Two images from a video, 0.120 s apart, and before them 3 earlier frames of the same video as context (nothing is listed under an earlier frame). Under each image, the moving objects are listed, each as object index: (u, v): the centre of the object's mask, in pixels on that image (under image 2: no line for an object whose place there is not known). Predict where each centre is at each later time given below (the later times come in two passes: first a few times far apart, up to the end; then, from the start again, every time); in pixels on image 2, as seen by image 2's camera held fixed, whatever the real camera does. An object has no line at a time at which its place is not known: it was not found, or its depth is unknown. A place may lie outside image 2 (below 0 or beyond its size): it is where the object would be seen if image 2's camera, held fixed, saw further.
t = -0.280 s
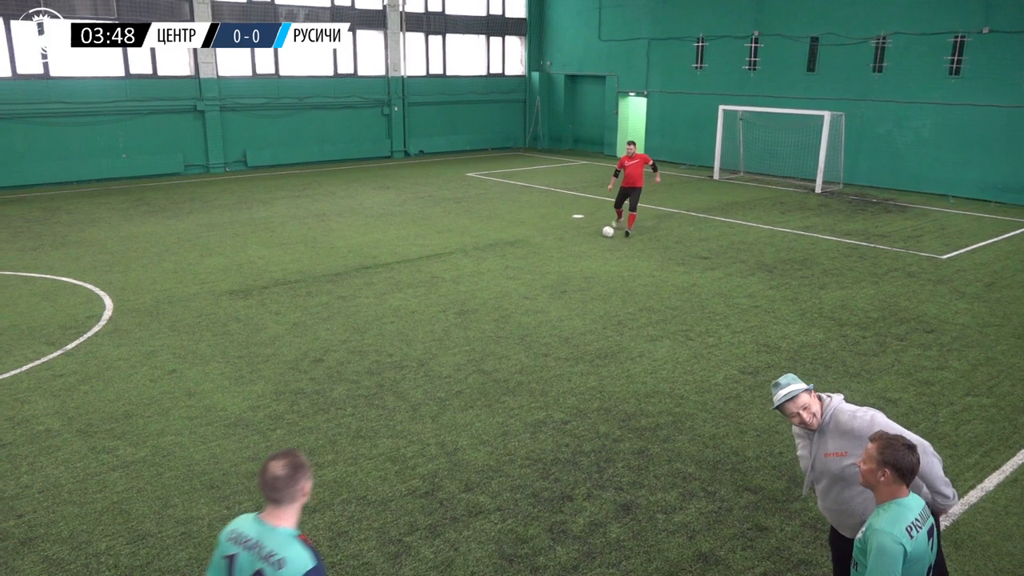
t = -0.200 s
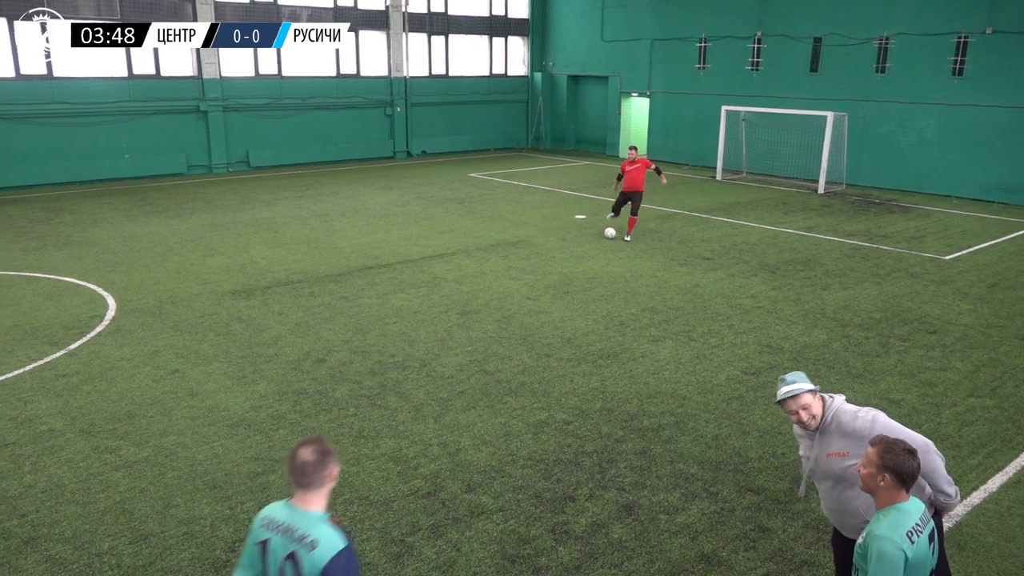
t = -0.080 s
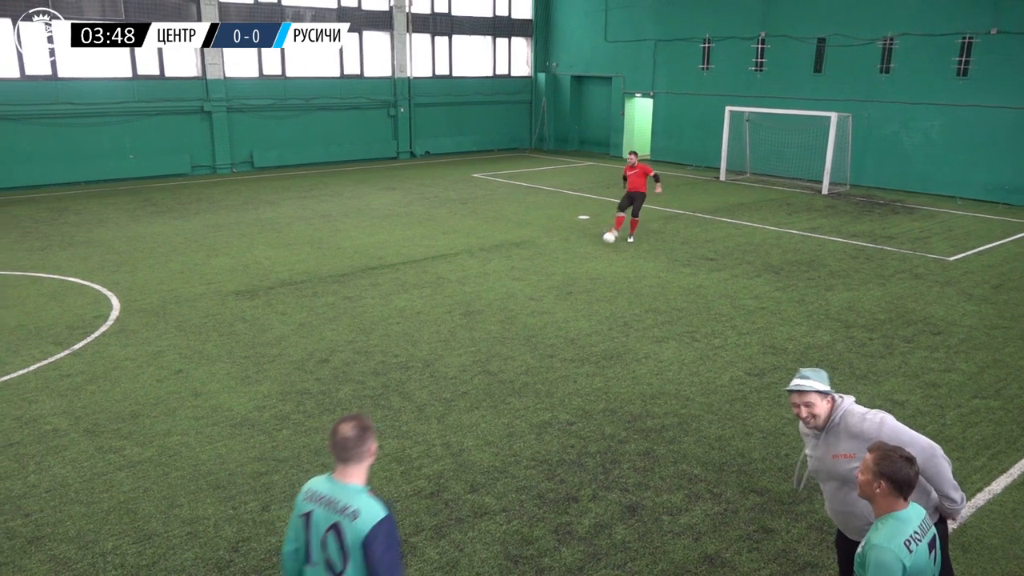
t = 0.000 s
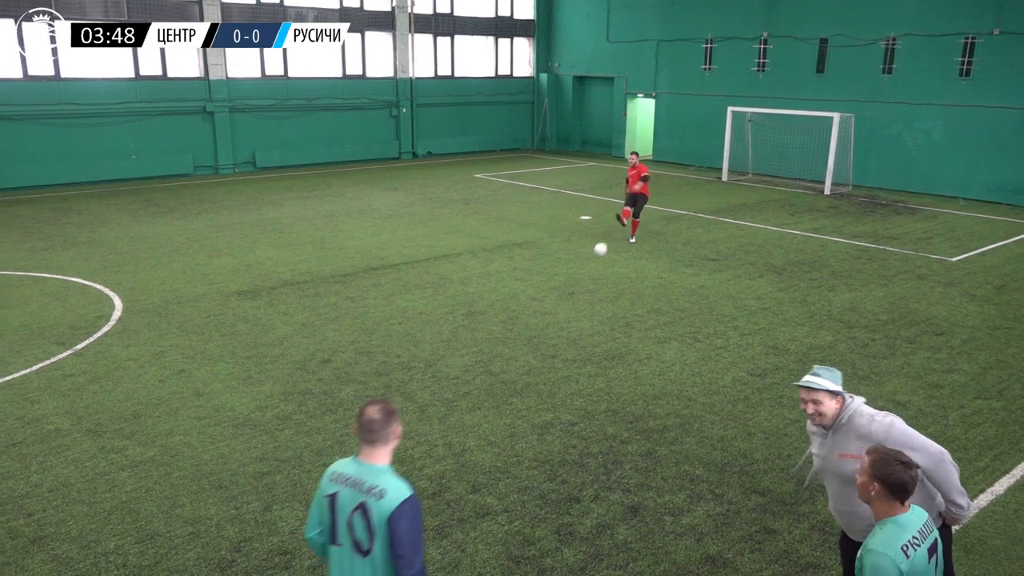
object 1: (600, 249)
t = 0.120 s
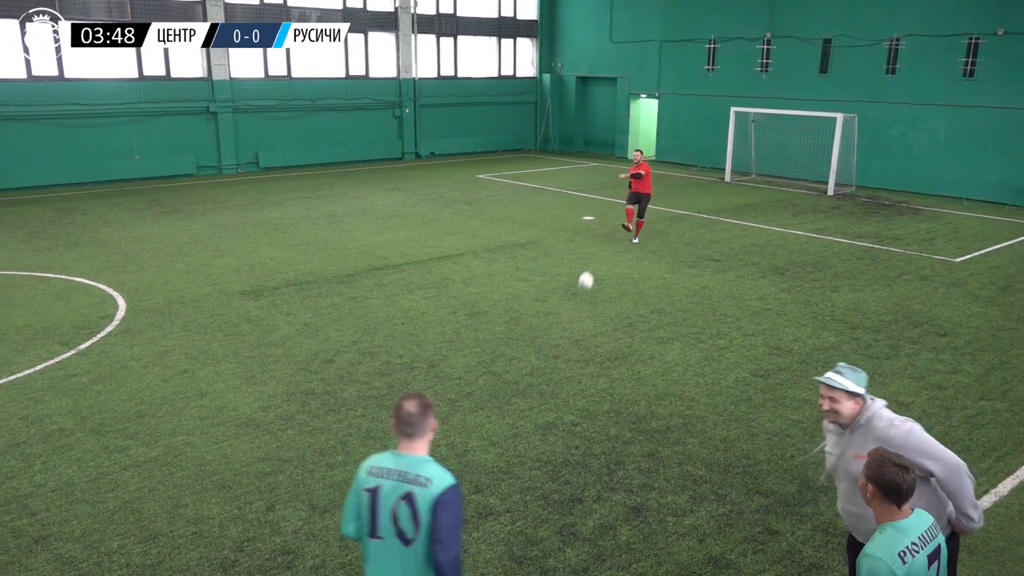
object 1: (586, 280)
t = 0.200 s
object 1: (572, 315)
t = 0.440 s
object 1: (521, 429)
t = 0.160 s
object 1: (579, 296)
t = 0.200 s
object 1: (572, 315)
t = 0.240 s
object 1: (564, 332)
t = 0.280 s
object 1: (557, 346)
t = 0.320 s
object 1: (549, 362)
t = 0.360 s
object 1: (540, 382)
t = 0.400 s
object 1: (531, 407)
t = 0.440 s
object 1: (521, 429)
